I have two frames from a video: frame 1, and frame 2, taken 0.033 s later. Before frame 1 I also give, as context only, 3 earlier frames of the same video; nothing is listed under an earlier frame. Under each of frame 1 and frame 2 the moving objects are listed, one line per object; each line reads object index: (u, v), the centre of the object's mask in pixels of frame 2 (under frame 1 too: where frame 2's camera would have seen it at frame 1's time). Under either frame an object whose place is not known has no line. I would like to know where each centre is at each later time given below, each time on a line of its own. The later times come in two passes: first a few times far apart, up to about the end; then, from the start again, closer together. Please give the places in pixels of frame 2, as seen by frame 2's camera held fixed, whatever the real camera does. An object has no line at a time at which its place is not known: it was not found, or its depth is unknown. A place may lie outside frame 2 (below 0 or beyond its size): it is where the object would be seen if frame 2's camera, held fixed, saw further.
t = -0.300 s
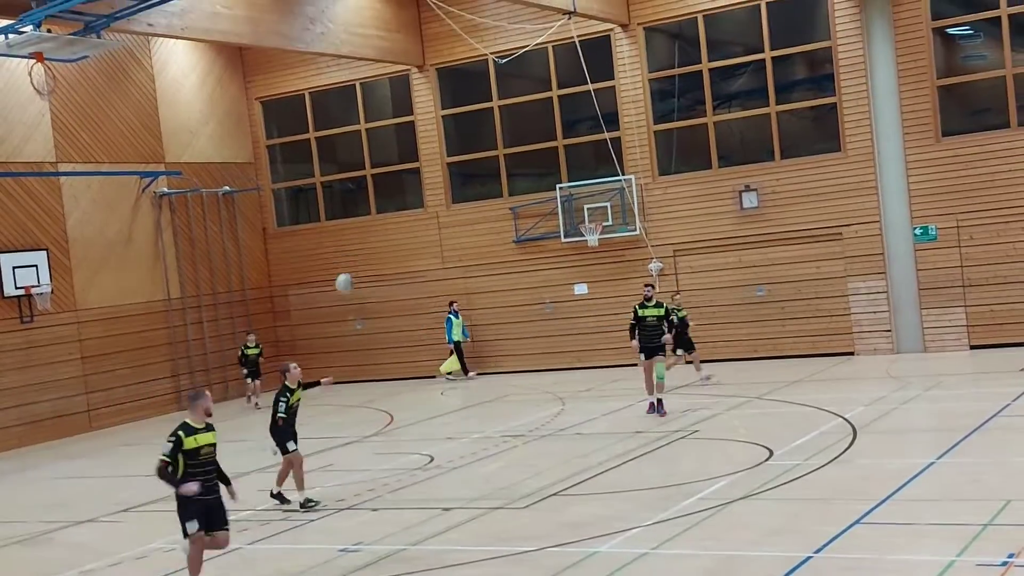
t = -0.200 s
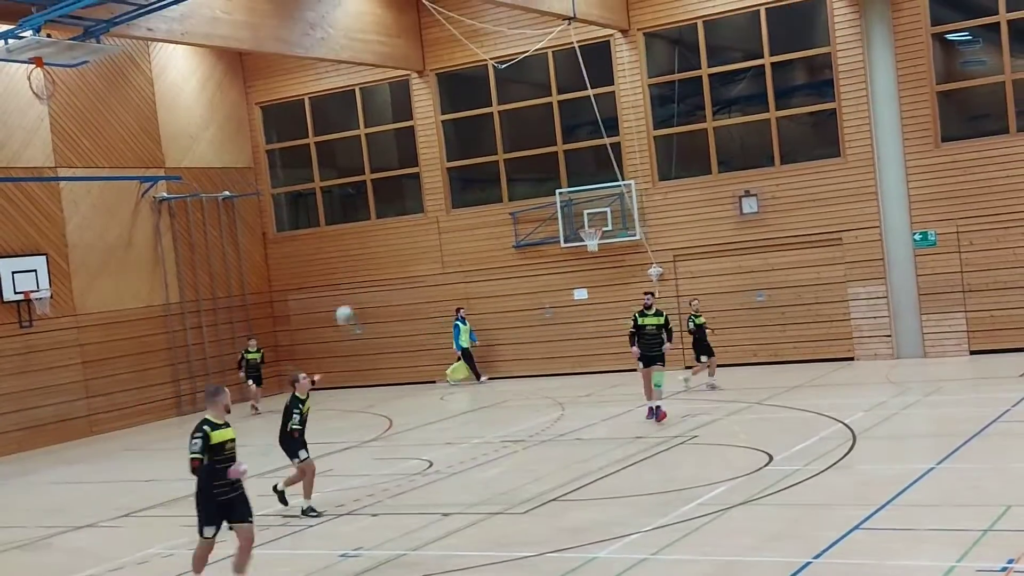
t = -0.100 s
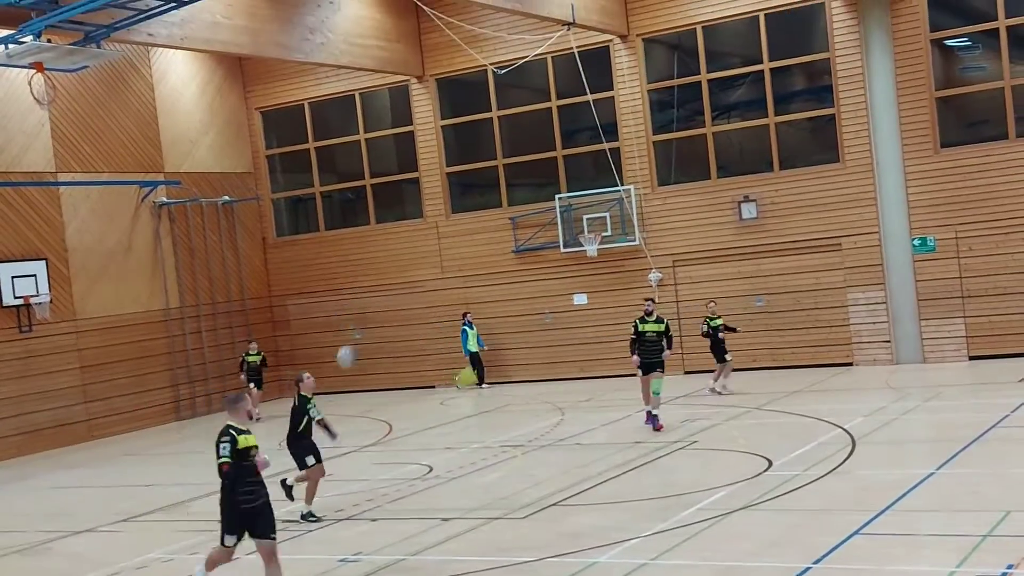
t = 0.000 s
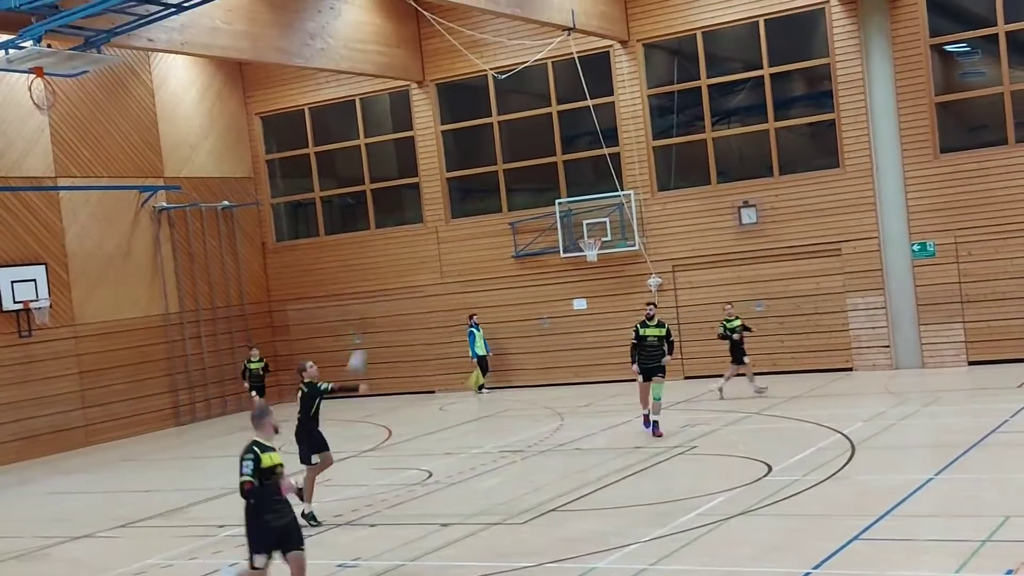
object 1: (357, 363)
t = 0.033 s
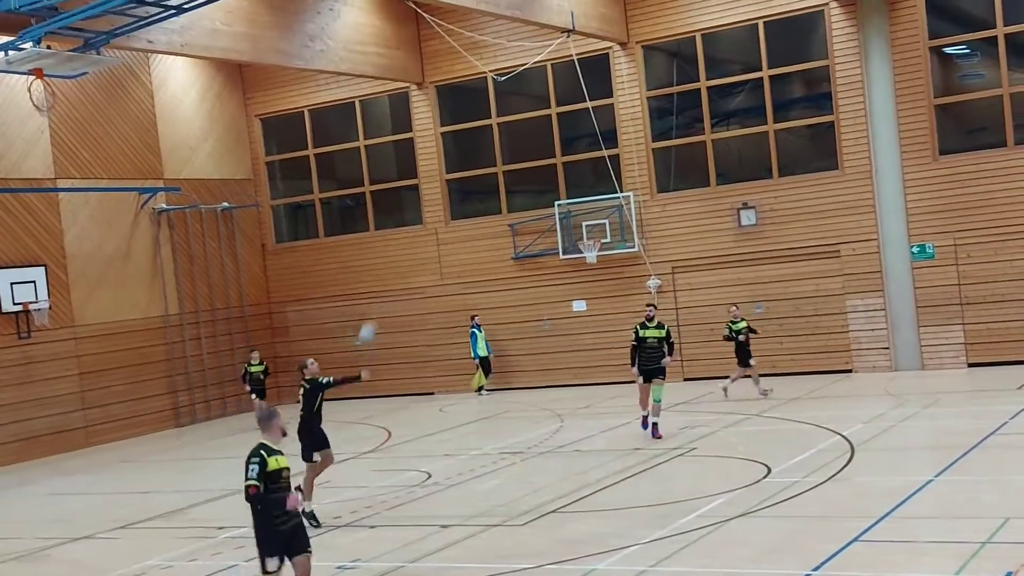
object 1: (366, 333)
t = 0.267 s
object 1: (447, 156)
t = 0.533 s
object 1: (537, 14)
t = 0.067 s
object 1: (378, 304)
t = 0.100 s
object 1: (389, 276)
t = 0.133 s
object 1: (401, 250)
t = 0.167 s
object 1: (412, 223)
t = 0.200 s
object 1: (421, 201)
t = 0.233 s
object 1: (435, 177)
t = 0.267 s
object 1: (447, 156)
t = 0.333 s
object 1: (469, 114)
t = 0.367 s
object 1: (480, 98)
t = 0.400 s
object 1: (492, 81)
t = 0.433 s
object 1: (503, 64)
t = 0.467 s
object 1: (515, 45)
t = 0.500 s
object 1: (525, 30)
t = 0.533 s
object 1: (537, 14)
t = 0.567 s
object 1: (549, 5)
